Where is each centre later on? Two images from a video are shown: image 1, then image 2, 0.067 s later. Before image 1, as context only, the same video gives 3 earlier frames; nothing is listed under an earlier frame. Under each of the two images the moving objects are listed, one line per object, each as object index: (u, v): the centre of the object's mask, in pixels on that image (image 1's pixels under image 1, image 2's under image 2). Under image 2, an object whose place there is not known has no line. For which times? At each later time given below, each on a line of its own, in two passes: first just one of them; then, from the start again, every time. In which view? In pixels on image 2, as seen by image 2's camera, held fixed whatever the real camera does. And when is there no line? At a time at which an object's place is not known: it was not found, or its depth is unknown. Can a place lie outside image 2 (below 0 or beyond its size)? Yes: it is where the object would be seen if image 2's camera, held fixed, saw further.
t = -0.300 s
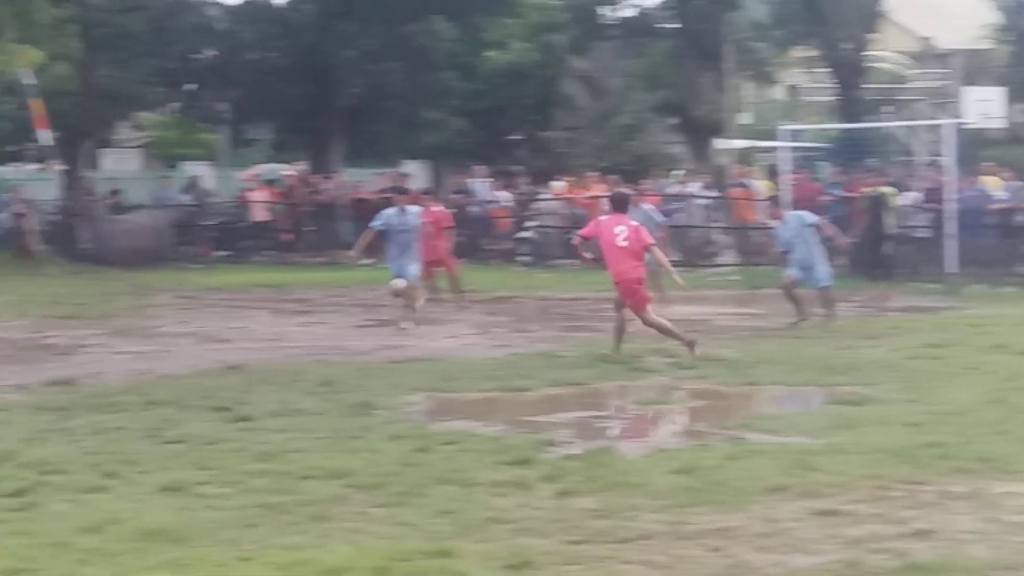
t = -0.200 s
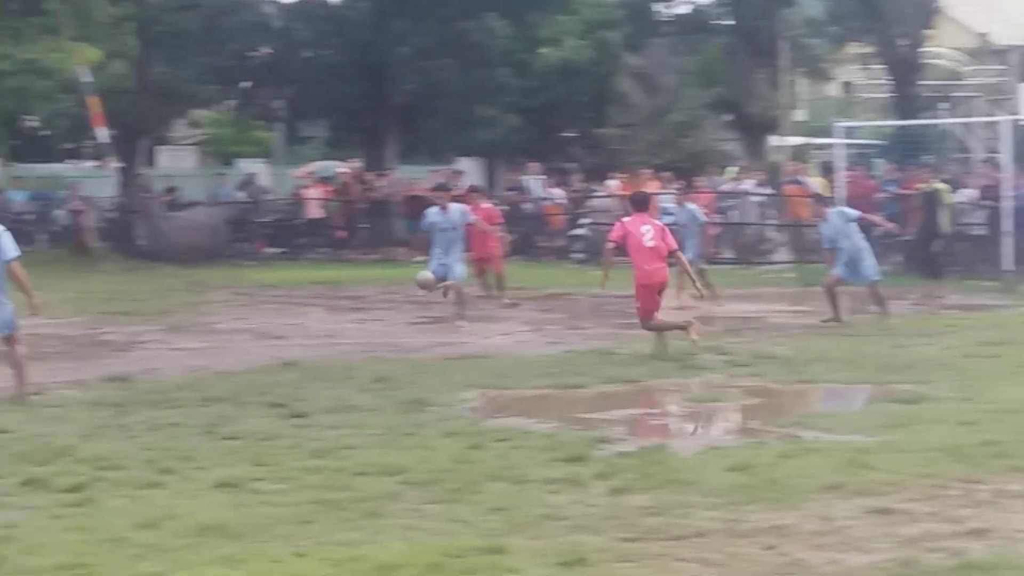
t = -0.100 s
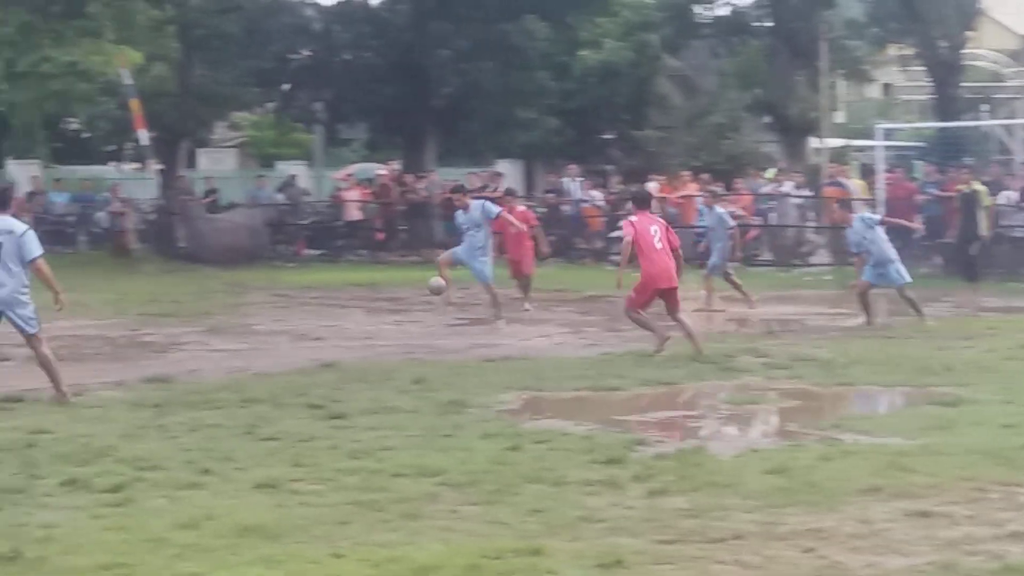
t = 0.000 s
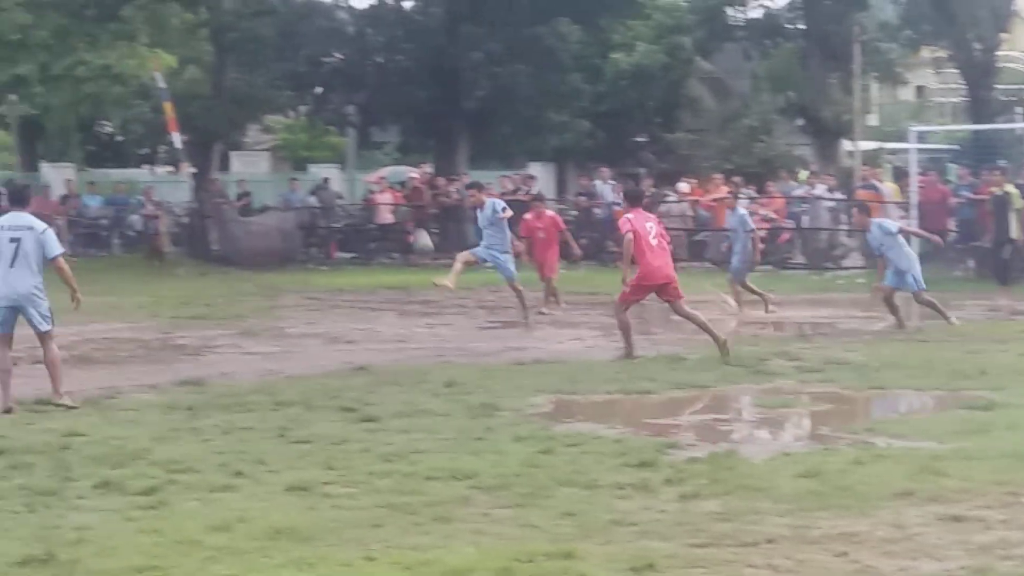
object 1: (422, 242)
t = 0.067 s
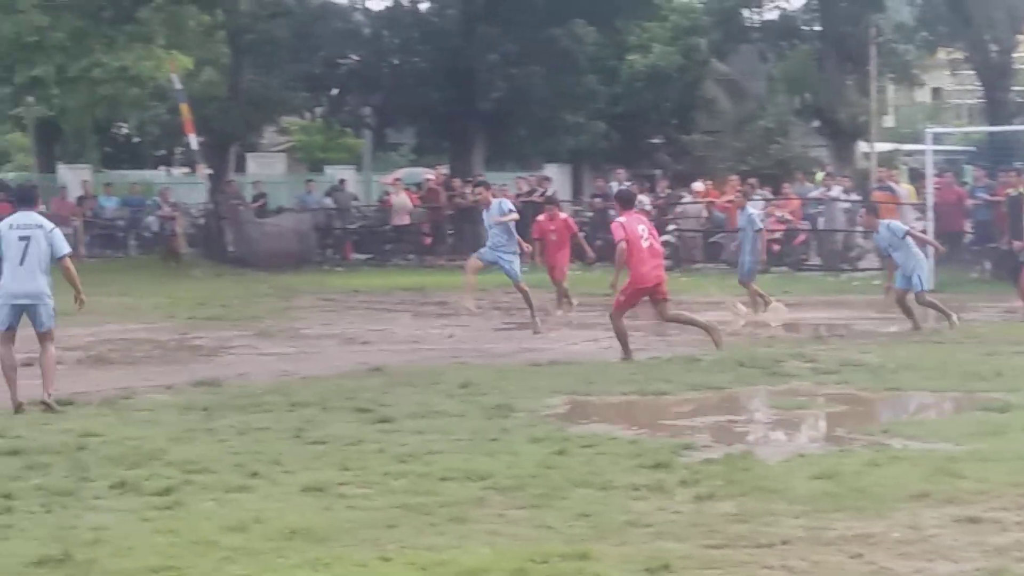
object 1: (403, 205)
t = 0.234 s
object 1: (311, 124)
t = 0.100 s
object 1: (383, 184)
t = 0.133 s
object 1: (365, 169)
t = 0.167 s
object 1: (347, 154)
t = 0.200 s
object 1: (328, 138)
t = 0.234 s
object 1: (311, 124)
